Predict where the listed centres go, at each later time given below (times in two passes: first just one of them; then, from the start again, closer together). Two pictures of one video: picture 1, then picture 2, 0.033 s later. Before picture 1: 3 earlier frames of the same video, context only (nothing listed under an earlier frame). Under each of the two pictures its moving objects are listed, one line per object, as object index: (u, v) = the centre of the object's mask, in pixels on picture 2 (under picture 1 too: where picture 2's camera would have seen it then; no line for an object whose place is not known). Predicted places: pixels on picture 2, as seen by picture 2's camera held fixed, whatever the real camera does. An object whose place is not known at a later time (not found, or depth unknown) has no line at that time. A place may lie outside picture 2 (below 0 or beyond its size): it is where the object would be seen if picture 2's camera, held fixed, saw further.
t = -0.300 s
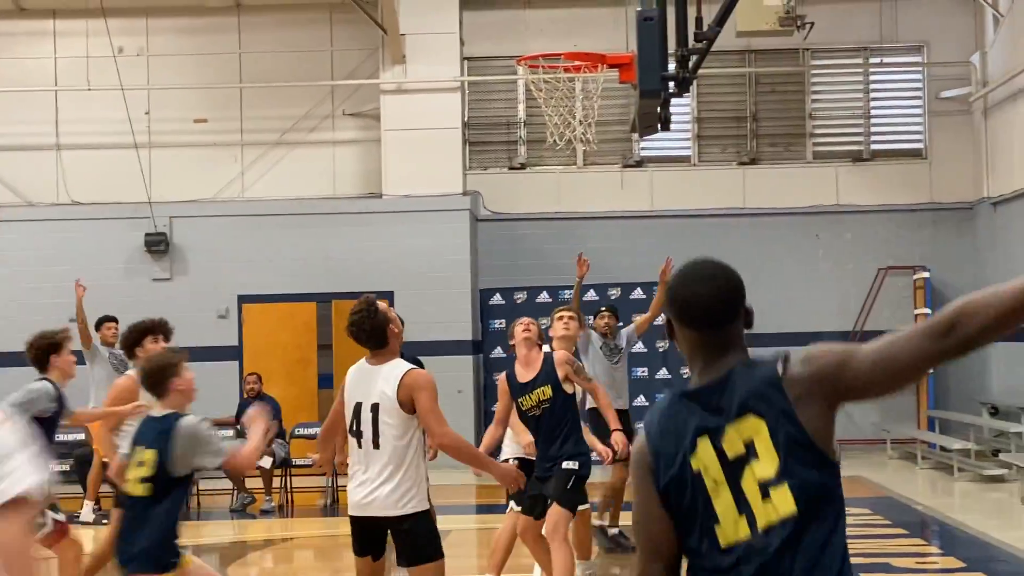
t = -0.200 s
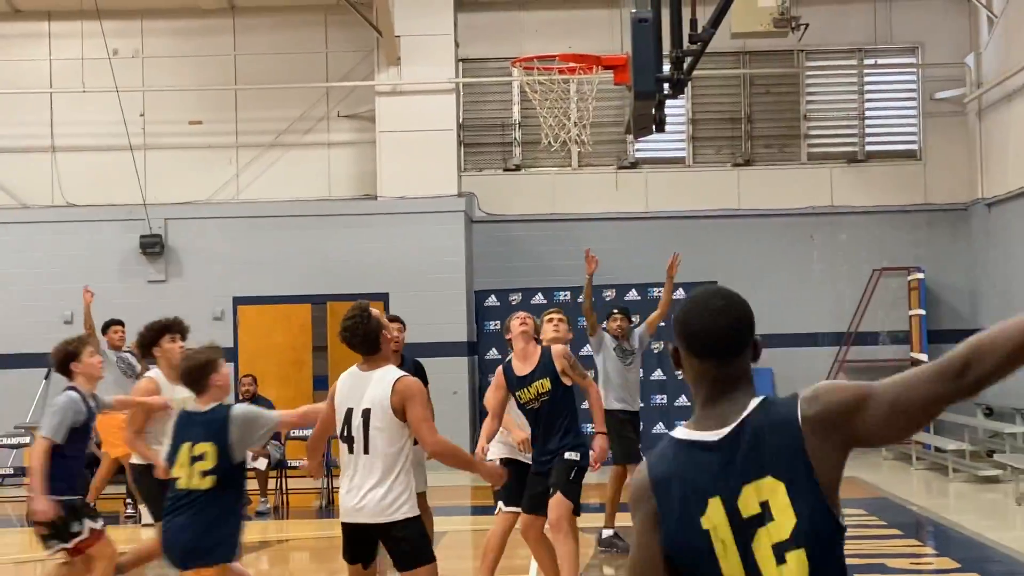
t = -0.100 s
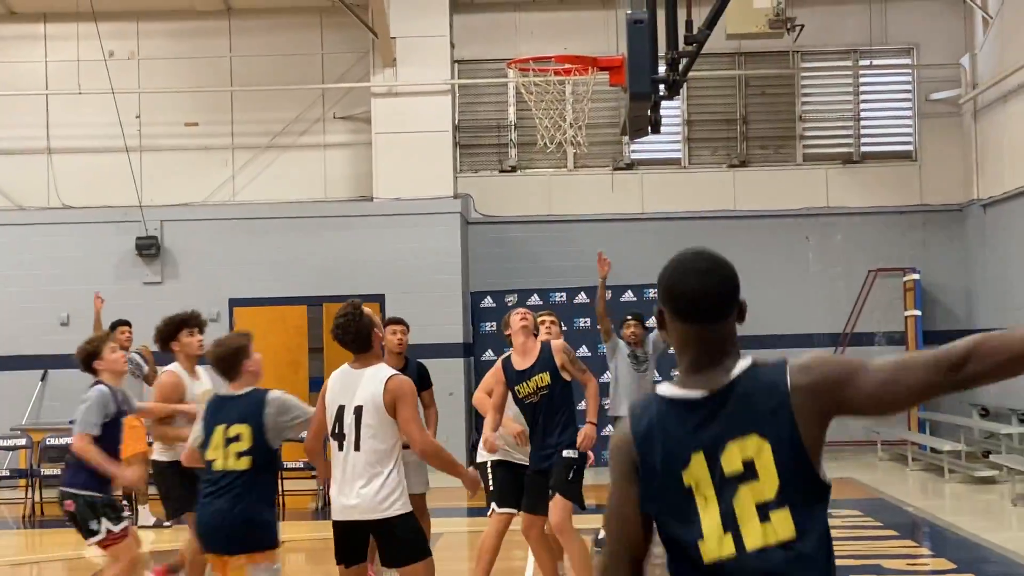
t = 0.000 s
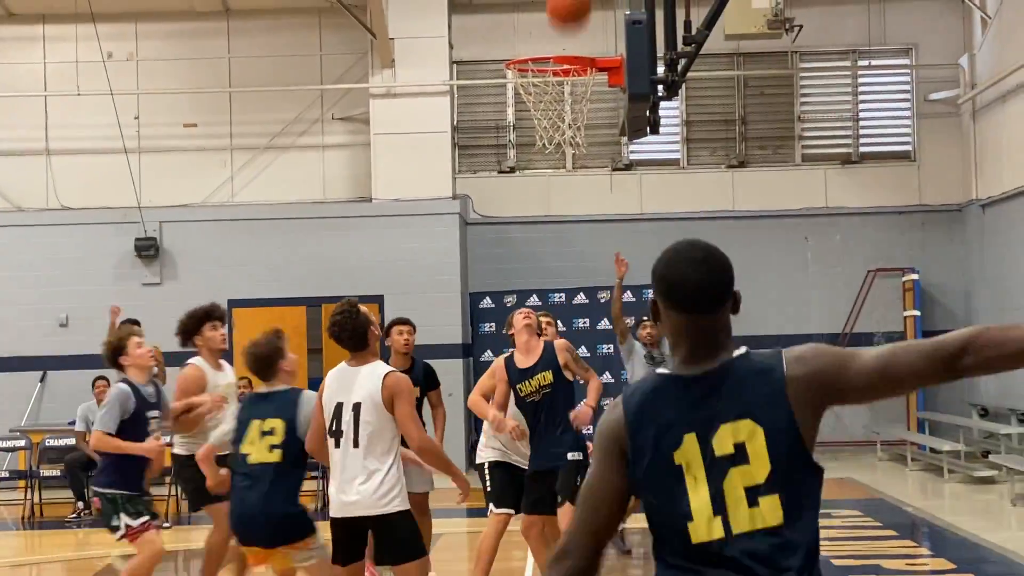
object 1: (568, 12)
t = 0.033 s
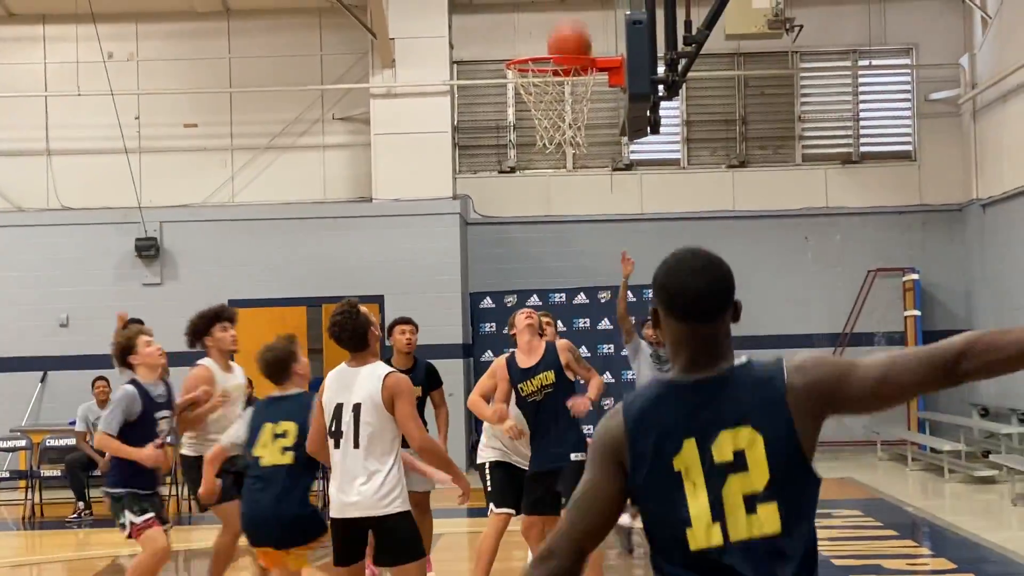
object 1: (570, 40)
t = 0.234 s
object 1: (434, 6)
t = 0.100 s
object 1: (528, 27)
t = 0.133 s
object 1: (505, 18)
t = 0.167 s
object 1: (482, 12)
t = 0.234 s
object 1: (434, 6)
